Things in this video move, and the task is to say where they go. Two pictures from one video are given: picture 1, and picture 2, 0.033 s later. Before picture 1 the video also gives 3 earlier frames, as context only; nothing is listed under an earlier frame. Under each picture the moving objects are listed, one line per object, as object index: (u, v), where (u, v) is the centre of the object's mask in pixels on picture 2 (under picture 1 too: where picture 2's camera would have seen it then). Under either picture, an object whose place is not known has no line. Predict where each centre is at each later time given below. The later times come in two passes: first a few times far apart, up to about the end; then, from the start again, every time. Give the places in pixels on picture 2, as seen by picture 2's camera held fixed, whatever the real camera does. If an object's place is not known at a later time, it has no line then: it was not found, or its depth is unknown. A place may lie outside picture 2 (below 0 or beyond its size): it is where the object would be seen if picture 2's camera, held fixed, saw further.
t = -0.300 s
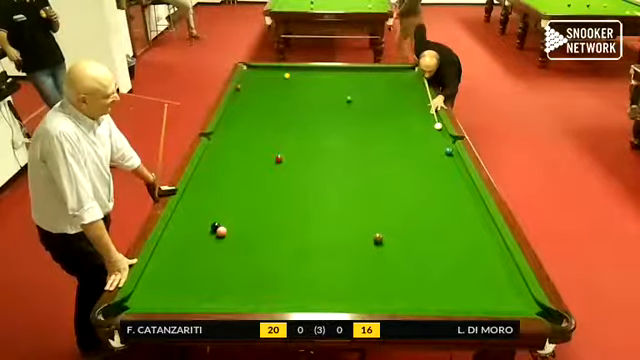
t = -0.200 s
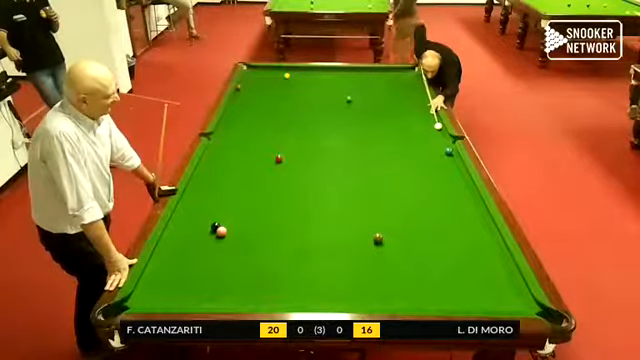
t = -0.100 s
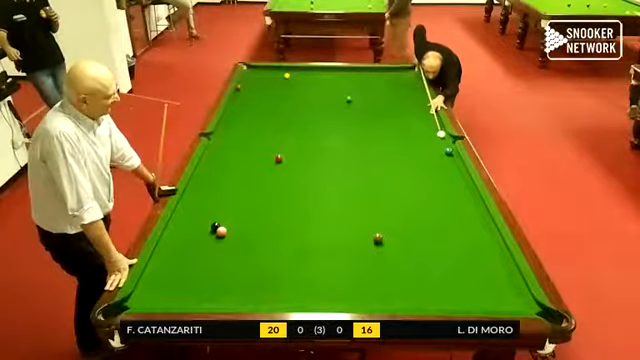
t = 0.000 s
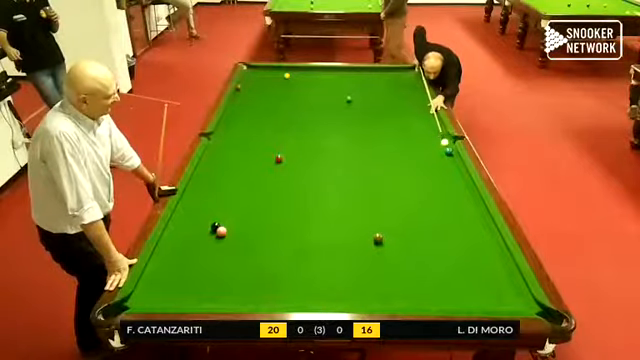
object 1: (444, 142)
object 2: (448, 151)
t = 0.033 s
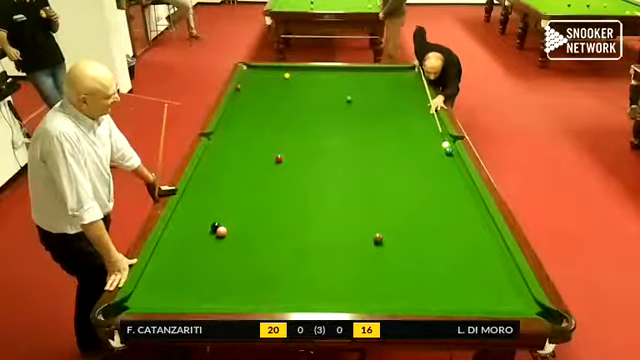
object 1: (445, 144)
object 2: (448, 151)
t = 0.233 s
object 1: (445, 149)
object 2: (455, 163)
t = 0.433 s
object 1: (444, 153)
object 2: (461, 174)
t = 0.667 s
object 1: (443, 157)
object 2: (469, 188)
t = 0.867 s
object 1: (443, 160)
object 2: (477, 202)
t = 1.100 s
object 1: (442, 164)
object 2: (485, 216)
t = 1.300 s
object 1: (441, 166)
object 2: (495, 232)
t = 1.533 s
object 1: (440, 170)
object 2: (503, 250)
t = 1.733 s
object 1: (440, 172)
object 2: (510, 266)
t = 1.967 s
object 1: (440, 174)
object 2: (518, 286)
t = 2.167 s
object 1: (439, 176)
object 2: (527, 305)
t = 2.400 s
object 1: (439, 177)
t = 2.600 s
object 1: (438, 178)
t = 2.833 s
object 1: (439, 179)
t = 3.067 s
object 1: (438, 179)
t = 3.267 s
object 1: (438, 179)
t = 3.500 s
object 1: (438, 179)
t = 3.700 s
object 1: (438, 179)
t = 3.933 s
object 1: (438, 179)
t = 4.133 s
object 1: (438, 179)
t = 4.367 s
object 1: (438, 179)
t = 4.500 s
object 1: (438, 179)
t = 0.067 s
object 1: (446, 147)
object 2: (449, 153)
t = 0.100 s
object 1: (446, 147)
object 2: (449, 154)
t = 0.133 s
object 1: (446, 147)
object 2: (449, 156)
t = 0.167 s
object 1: (445, 148)
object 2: (450, 158)
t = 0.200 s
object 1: (445, 148)
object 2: (452, 159)
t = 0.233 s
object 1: (445, 149)
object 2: (455, 163)
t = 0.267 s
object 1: (445, 150)
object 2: (456, 165)
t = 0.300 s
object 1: (444, 151)
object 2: (457, 166)
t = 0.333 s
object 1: (444, 151)
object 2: (458, 168)
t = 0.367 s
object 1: (444, 151)
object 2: (459, 170)
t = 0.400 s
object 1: (444, 153)
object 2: (460, 172)
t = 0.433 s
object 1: (444, 153)
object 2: (461, 174)
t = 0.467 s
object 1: (444, 154)
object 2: (462, 176)
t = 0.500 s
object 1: (444, 154)
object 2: (464, 178)
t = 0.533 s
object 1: (444, 155)
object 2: (465, 181)
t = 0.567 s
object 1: (443, 155)
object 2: (466, 182)
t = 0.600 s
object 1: (443, 155)
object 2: (467, 184)
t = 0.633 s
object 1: (443, 157)
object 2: (468, 186)
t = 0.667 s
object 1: (443, 157)
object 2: (469, 188)
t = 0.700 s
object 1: (443, 157)
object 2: (470, 190)
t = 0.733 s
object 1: (443, 158)
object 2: (472, 192)
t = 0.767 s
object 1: (443, 158)
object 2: (473, 194)
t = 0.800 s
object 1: (443, 159)
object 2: (474, 196)
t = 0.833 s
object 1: (443, 160)
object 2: (475, 199)
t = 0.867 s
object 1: (443, 160)
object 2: (477, 202)
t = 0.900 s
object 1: (443, 161)
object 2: (479, 204)
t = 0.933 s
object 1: (442, 161)
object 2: (480, 206)
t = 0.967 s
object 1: (443, 162)
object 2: (480, 207)
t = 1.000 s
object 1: (442, 162)
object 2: (482, 210)
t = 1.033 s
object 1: (442, 163)
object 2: (483, 212)
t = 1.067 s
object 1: (442, 163)
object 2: (484, 214)
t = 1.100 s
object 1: (442, 164)
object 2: (485, 216)
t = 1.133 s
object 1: (441, 164)
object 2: (487, 219)
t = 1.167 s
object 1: (441, 165)
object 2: (489, 222)
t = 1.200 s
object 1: (442, 165)
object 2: (491, 225)
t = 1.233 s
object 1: (441, 166)
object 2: (492, 227)
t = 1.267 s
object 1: (441, 166)
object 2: (493, 230)
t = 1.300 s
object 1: (441, 166)
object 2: (495, 232)
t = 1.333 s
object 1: (441, 167)
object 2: (495, 234)
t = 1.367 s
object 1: (441, 167)
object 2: (497, 237)
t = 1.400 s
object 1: (441, 168)
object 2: (498, 239)
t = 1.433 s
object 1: (441, 168)
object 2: (500, 242)
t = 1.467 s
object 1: (440, 169)
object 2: (501, 244)
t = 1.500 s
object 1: (440, 169)
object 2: (501, 247)
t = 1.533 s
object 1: (440, 170)
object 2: (503, 250)
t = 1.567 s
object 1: (441, 170)
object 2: (504, 252)
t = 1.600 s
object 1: (440, 170)
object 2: (505, 255)
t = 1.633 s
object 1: (440, 171)
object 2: (506, 258)
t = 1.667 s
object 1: (440, 171)
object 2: (507, 260)
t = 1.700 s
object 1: (440, 171)
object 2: (508, 263)
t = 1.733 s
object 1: (440, 172)
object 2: (510, 266)
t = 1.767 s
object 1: (440, 172)
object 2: (511, 269)
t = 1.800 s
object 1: (440, 172)
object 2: (512, 272)
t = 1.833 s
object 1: (440, 173)
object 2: (513, 275)
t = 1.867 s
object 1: (440, 173)
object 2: (515, 278)
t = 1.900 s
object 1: (440, 173)
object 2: (516, 281)
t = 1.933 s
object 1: (440, 174)
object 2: (517, 284)
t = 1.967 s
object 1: (440, 174)
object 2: (518, 286)
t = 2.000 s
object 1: (440, 174)
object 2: (520, 289)
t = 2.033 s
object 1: (439, 175)
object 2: (521, 293)
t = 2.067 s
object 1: (439, 175)
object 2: (522, 295)
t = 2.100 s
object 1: (439, 175)
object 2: (524, 298)
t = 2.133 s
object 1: (439, 175)
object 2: (526, 302)
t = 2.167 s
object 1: (439, 176)
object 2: (527, 305)
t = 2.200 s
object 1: (439, 176)
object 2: (528, 305)
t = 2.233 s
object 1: (439, 176)
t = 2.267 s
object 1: (439, 176)
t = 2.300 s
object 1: (439, 176)
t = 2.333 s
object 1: (439, 177)
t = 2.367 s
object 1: (439, 177)
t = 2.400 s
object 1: (439, 177)
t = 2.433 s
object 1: (439, 177)
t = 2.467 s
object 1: (439, 178)
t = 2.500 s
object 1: (439, 178)
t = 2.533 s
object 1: (439, 178)
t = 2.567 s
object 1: (438, 178)
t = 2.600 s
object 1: (438, 178)
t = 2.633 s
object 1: (438, 178)
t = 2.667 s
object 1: (438, 178)
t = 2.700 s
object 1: (438, 178)
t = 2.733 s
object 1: (439, 179)
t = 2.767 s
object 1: (439, 179)
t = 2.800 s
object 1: (439, 179)
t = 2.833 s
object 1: (439, 179)
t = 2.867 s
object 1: (439, 179)
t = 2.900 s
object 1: (439, 179)
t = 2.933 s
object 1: (439, 179)
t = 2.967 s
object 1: (439, 179)
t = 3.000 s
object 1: (439, 179)
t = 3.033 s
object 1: (439, 179)
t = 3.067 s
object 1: (438, 179)
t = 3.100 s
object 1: (438, 179)
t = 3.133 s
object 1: (438, 179)
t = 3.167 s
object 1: (438, 179)
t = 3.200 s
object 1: (438, 179)
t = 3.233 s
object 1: (438, 179)
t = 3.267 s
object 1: (438, 179)
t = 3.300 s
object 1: (438, 179)
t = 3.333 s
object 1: (438, 179)
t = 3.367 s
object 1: (438, 179)
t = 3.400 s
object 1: (438, 179)
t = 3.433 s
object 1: (438, 179)
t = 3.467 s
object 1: (438, 179)
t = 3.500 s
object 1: (438, 179)
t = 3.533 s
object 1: (438, 179)
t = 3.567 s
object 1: (438, 179)
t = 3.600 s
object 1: (438, 179)
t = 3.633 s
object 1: (438, 179)
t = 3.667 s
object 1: (438, 179)
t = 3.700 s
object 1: (438, 179)
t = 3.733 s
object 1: (438, 179)
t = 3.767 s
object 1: (438, 179)
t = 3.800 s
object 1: (438, 179)
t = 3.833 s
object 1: (438, 179)
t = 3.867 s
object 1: (438, 179)
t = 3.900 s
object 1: (438, 179)
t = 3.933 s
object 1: (438, 179)
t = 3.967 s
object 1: (438, 179)
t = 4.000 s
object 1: (438, 179)
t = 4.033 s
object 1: (438, 179)
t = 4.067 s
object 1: (438, 179)
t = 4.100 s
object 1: (438, 179)
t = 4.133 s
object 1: (438, 179)
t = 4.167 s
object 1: (438, 179)
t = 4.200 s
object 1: (438, 179)
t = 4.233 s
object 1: (438, 179)
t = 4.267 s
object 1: (438, 179)
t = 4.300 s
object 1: (438, 179)
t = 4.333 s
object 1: (438, 179)
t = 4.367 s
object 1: (438, 179)
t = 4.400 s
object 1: (438, 179)
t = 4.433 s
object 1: (438, 179)
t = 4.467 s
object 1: (438, 179)
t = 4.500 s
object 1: (438, 179)
